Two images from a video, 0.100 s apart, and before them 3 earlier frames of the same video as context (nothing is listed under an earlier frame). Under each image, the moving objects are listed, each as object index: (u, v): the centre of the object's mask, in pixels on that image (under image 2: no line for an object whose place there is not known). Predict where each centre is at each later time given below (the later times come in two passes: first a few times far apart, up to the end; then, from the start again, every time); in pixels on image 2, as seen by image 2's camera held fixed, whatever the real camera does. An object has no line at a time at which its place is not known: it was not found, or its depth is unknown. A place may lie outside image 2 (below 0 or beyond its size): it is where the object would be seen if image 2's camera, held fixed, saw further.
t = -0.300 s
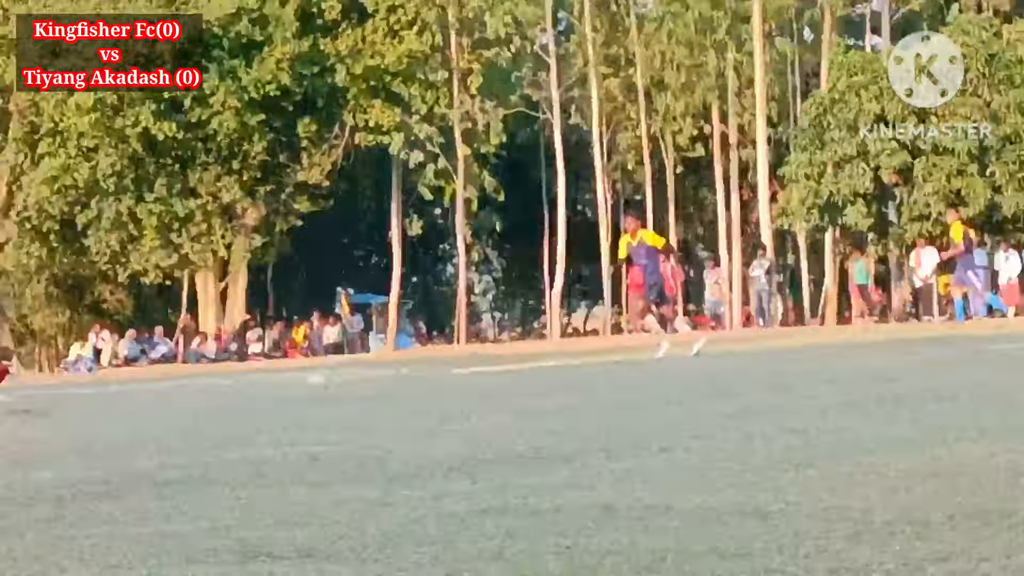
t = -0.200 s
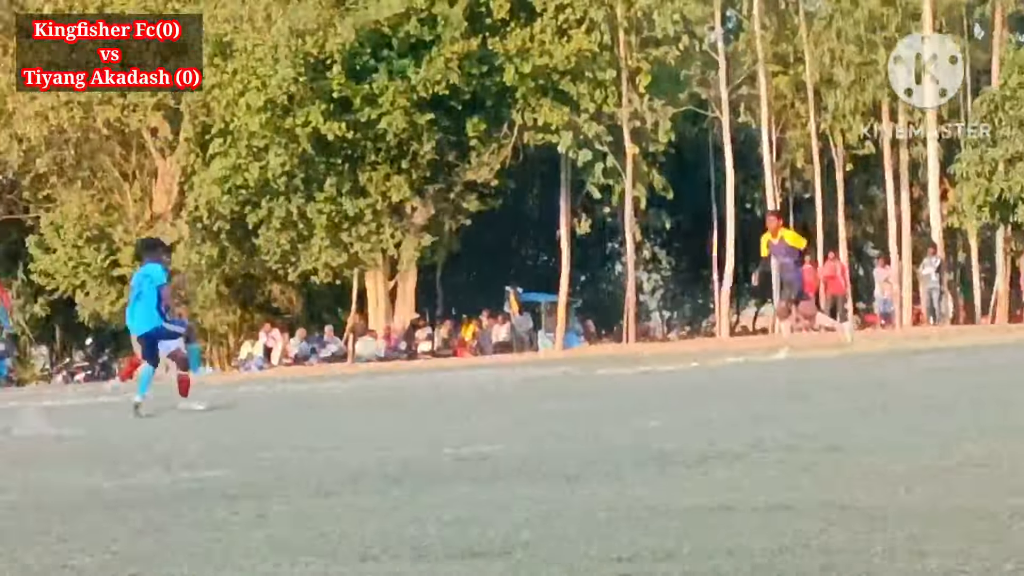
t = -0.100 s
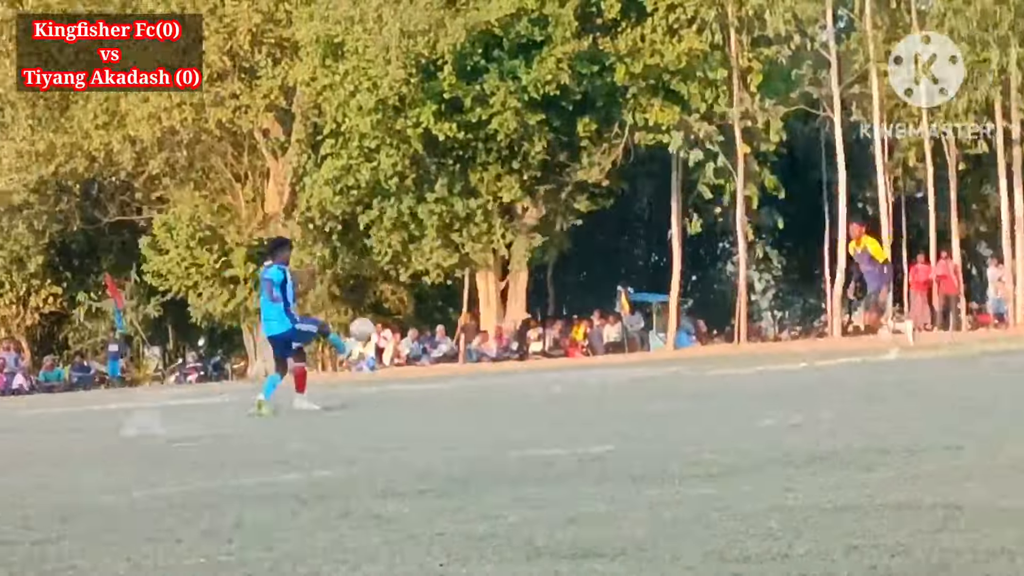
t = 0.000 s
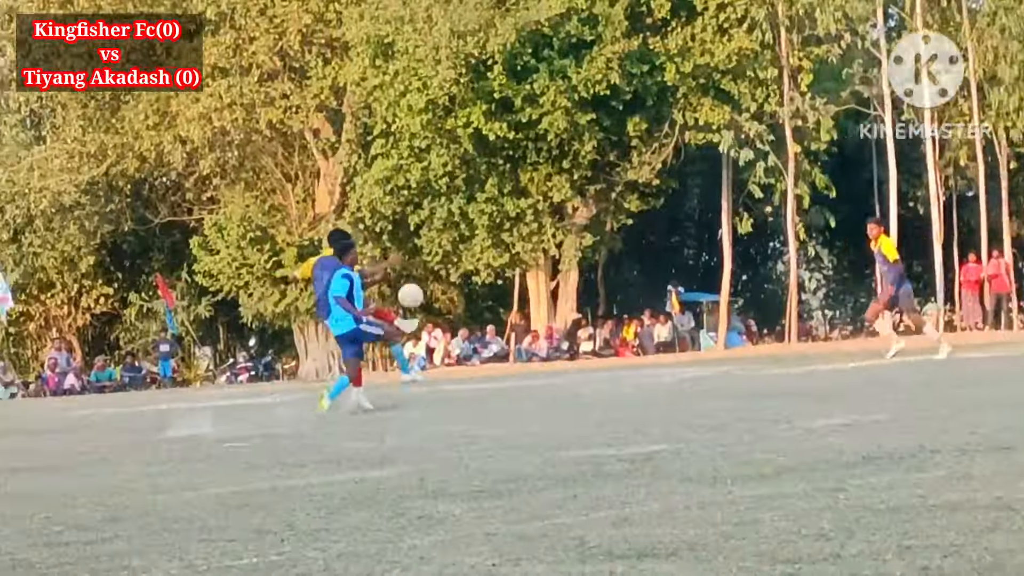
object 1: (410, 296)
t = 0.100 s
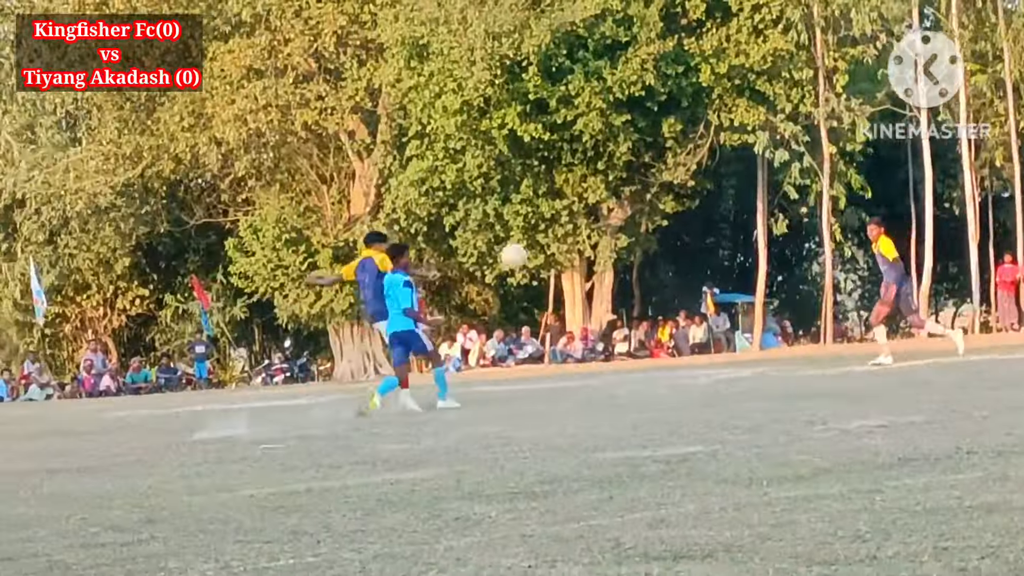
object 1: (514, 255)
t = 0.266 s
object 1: (632, 211)
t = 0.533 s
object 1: (838, 203)
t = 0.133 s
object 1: (537, 245)
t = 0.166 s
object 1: (561, 234)
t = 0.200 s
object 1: (585, 225)
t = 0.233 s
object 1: (608, 217)
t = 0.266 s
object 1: (632, 211)
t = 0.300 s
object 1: (656, 206)
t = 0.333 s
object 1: (681, 201)
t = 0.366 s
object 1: (707, 198)
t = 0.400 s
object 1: (731, 196)
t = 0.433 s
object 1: (756, 196)
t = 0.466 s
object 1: (783, 198)
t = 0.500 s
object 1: (809, 200)
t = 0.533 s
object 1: (838, 203)
